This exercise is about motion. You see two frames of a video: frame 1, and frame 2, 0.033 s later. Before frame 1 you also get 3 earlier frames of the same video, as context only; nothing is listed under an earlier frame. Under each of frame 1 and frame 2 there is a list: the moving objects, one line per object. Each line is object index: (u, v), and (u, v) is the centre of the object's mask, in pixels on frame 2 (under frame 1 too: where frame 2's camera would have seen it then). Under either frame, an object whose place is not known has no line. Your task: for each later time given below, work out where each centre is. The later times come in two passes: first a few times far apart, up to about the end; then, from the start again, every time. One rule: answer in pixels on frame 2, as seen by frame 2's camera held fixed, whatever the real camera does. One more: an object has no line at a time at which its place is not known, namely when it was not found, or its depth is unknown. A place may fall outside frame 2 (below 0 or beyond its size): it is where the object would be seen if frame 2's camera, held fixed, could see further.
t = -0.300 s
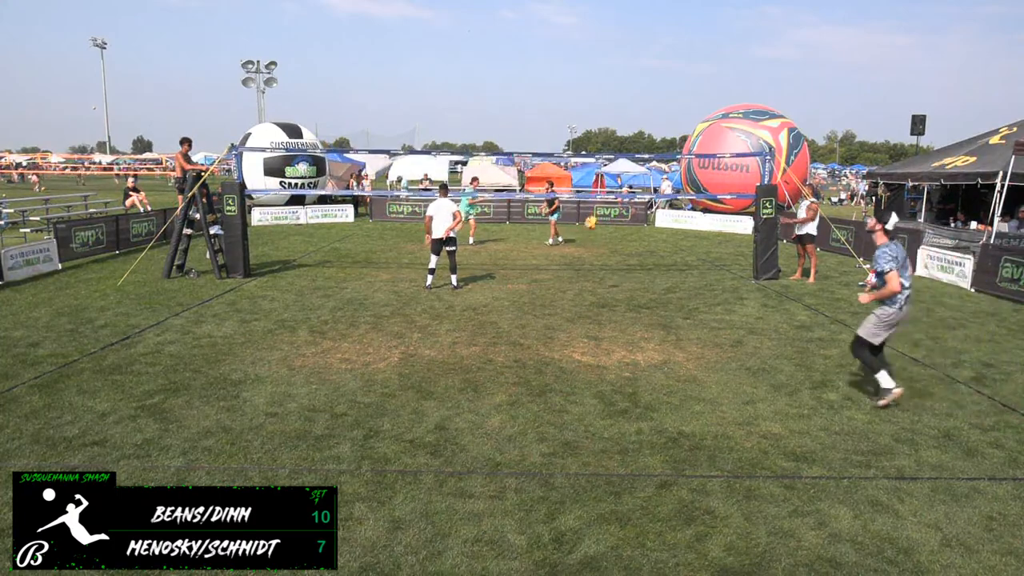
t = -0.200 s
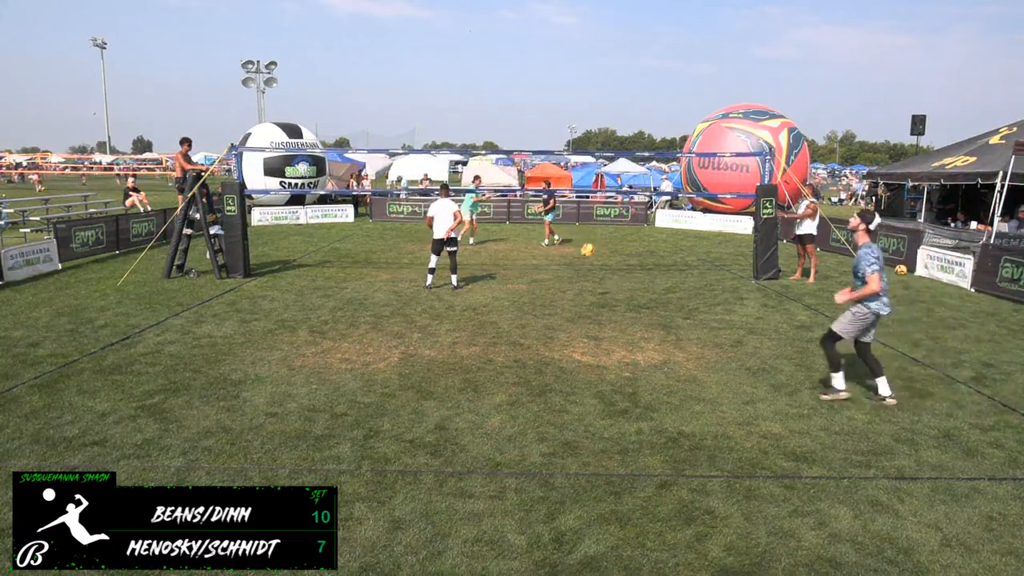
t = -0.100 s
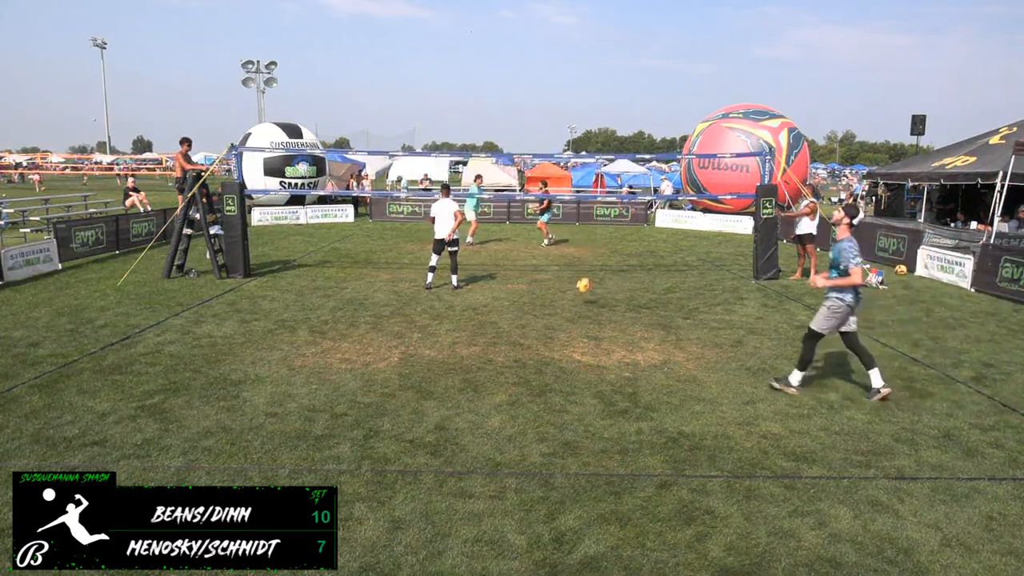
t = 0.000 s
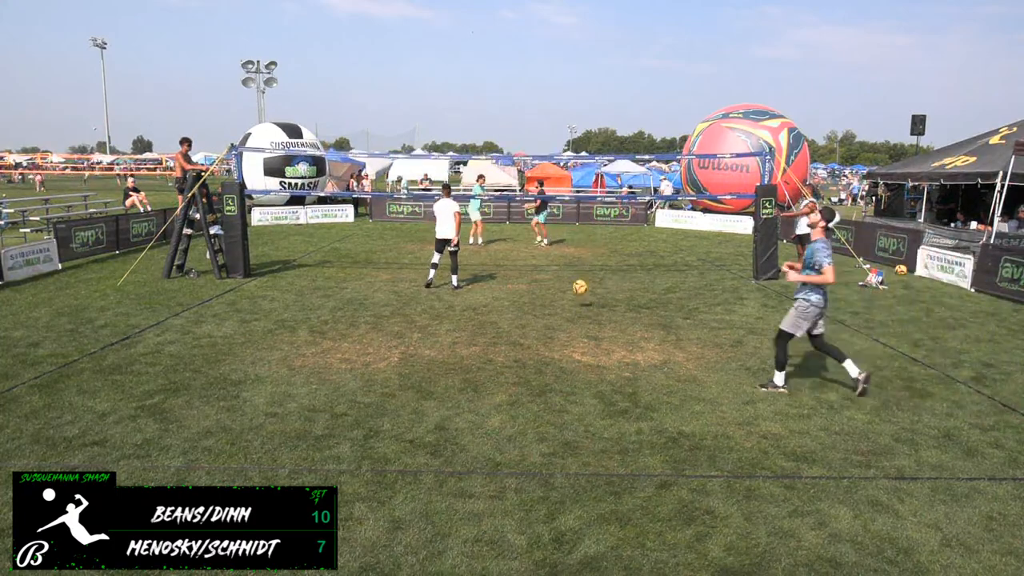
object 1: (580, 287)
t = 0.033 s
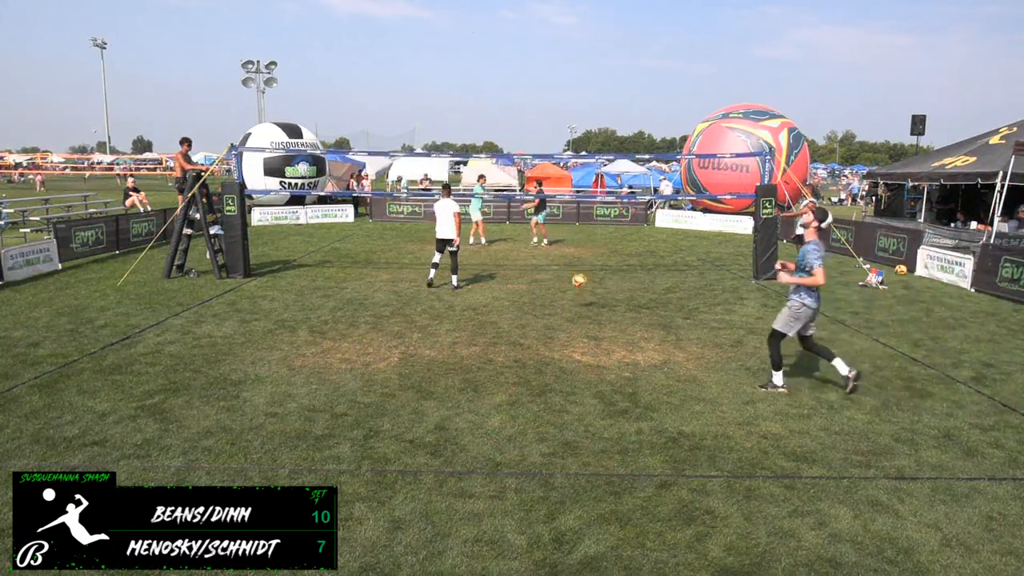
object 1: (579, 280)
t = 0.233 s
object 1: (574, 256)
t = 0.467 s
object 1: (567, 260)
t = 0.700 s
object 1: (561, 304)
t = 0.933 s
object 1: (555, 304)
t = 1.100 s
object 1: (552, 309)
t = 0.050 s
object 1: (578, 277)
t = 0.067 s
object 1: (578, 274)
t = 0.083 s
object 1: (578, 271)
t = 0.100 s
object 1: (578, 269)
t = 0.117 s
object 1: (577, 267)
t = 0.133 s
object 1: (577, 265)
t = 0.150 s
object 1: (576, 263)
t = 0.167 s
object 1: (576, 261)
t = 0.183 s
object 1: (575, 259)
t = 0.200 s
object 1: (575, 257)
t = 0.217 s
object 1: (574, 256)
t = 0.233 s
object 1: (574, 256)
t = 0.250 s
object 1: (573, 255)
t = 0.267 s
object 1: (573, 254)
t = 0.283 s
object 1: (572, 254)
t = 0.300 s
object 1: (572, 253)
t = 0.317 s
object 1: (571, 253)
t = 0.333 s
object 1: (571, 253)
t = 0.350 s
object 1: (570, 253)
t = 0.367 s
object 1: (570, 254)
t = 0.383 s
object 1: (570, 254)
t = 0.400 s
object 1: (569, 255)
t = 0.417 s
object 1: (569, 256)
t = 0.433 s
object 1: (569, 257)
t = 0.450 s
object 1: (568, 258)
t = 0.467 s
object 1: (567, 260)
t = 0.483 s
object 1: (567, 262)
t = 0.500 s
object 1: (566, 264)
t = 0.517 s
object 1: (566, 266)
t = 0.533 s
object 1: (565, 268)
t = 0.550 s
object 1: (565, 271)
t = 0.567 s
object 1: (565, 274)
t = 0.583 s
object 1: (564, 277)
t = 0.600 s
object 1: (563, 280)
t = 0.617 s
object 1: (563, 284)
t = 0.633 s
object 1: (563, 288)
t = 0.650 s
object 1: (562, 291)
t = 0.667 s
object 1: (561, 295)
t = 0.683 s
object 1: (561, 299)
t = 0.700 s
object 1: (561, 304)
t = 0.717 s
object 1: (560, 309)
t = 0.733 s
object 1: (560, 313)
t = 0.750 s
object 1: (560, 318)
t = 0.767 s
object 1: (559, 317)
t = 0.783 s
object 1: (558, 315)
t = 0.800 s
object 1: (558, 312)
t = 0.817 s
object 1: (558, 311)
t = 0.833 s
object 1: (557, 310)
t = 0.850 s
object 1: (557, 308)
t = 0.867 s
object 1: (556, 306)
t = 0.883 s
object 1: (556, 306)
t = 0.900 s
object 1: (556, 305)
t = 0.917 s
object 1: (556, 304)
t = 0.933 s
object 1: (555, 304)
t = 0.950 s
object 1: (555, 304)
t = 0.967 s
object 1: (555, 303)
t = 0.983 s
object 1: (554, 303)
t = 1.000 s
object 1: (554, 304)
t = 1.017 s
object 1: (554, 304)
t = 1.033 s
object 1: (554, 304)
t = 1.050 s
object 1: (553, 306)
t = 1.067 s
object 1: (552, 307)
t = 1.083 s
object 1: (553, 308)
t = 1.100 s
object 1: (552, 309)
